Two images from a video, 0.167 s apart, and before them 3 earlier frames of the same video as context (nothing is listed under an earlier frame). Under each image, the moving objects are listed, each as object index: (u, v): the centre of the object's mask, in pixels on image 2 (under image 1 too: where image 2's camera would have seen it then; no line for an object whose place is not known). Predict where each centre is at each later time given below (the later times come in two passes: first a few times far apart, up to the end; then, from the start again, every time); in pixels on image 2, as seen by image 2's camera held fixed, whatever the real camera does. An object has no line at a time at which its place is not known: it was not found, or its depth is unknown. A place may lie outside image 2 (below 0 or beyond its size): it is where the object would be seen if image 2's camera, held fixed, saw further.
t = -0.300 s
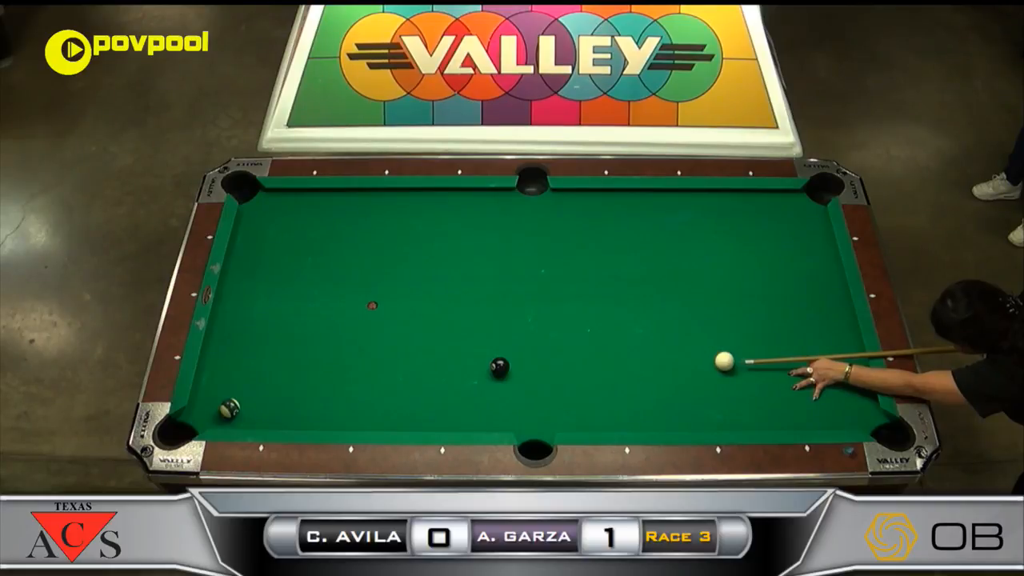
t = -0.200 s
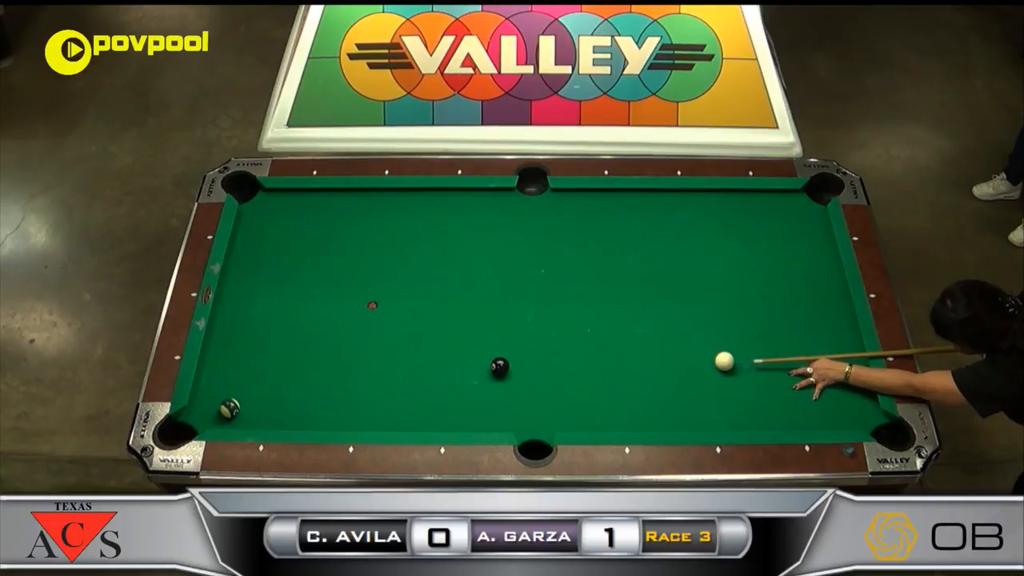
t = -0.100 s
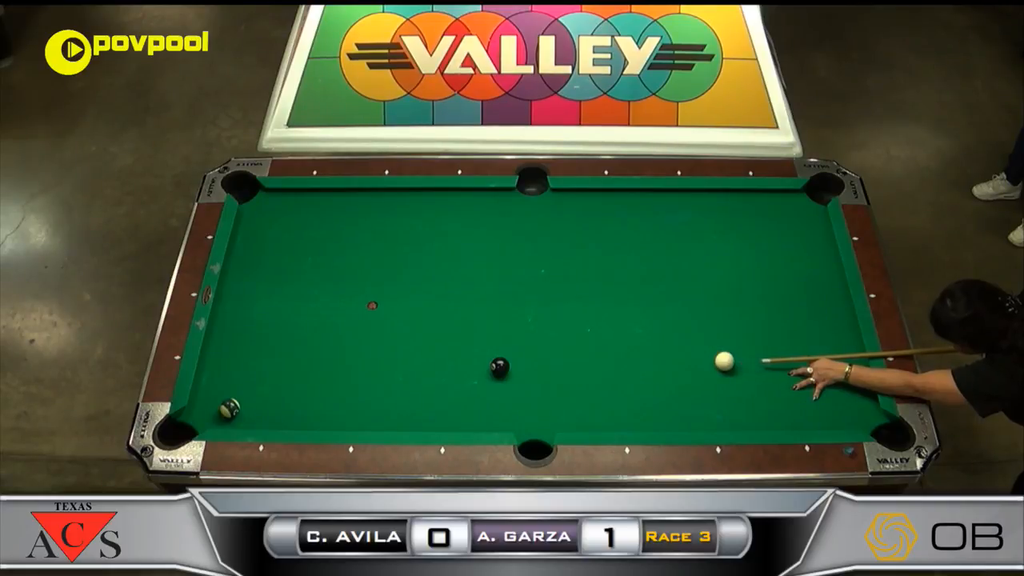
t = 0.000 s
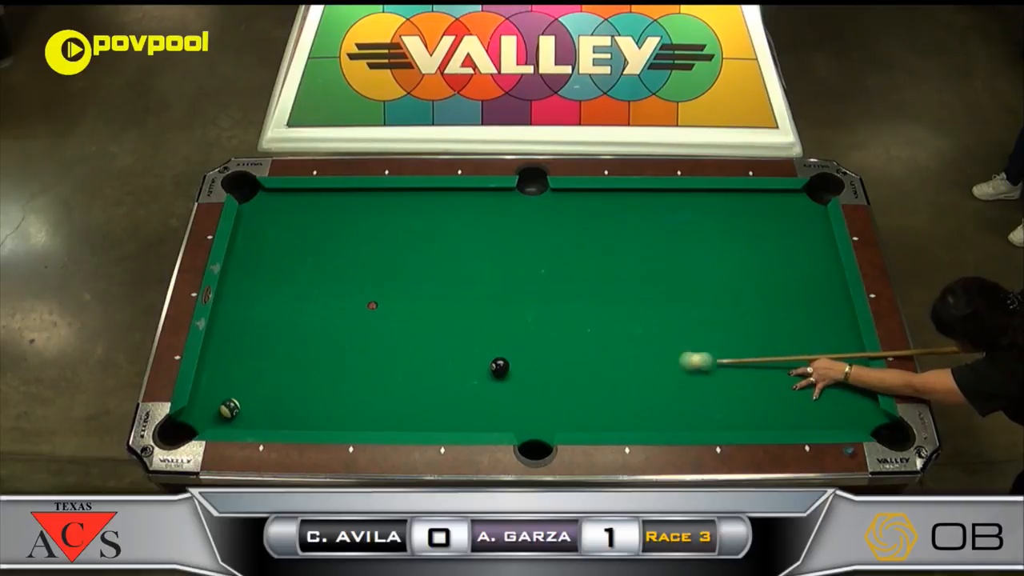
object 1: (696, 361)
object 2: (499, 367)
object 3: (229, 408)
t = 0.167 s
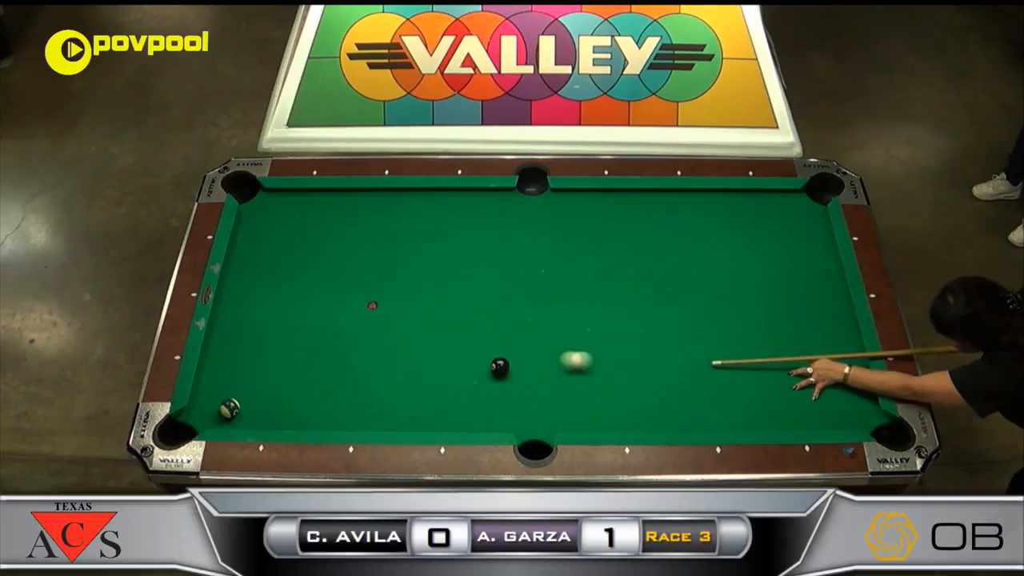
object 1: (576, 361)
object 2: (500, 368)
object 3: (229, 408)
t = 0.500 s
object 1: (492, 331)
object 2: (410, 397)
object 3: (229, 408)
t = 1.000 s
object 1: (446, 280)
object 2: (271, 414)
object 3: (229, 408)
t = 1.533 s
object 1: (406, 234)
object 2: (234, 386)
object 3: (201, 416)
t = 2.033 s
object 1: (375, 199)
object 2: (221, 364)
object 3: (201, 414)
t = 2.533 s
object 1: (356, 207)
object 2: (211, 349)
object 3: (199, 409)
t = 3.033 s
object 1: (342, 220)
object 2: (214, 342)
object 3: (197, 408)
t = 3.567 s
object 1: (332, 230)
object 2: (220, 338)
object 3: (197, 408)
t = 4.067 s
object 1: (328, 236)
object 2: (219, 339)
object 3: (197, 408)
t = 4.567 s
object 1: (327, 237)
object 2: (219, 338)
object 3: (197, 408)
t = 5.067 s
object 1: (327, 237)
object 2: (219, 338)
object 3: (197, 408)
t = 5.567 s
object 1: (327, 237)
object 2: (219, 338)
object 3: (197, 408)
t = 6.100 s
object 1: (327, 237)
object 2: (219, 338)
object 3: (197, 408)
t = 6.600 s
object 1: (327, 237)
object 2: (219, 338)
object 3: (197, 408)
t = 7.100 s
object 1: (327, 237)
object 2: (219, 338)
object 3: (197, 408)
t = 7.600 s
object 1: (327, 237)
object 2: (219, 338)
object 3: (197, 408)
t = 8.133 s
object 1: (327, 237)
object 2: (219, 338)
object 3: (197, 408)
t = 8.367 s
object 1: (327, 237)
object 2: (219, 338)
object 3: (197, 408)
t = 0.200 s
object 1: (555, 360)
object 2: (500, 368)
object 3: (229, 408)
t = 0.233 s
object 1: (535, 361)
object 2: (499, 368)
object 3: (229, 408)
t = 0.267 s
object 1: (518, 359)
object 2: (498, 368)
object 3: (229, 408)
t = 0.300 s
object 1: (513, 355)
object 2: (483, 373)
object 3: (229, 408)
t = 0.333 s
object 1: (510, 351)
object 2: (469, 378)
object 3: (229, 408)
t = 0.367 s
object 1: (506, 347)
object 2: (455, 383)
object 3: (229, 408)
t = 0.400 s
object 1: (503, 343)
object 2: (443, 387)
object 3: (229, 408)
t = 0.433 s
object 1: (499, 339)
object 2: (432, 390)
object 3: (229, 408)
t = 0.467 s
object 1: (496, 335)
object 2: (421, 394)
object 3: (229, 408)
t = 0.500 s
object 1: (492, 331)
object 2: (410, 397)
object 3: (229, 408)
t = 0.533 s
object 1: (489, 328)
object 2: (399, 401)
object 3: (229, 408)
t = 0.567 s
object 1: (486, 324)
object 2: (389, 404)
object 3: (229, 408)
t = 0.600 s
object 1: (483, 320)
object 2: (379, 407)
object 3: (229, 408)
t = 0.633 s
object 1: (479, 317)
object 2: (368, 411)
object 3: (229, 408)
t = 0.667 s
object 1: (476, 313)
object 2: (357, 414)
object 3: (229, 408)
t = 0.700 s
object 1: (473, 310)
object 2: (347, 418)
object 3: (229, 408)
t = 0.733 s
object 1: (470, 307)
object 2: (336, 419)
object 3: (230, 408)
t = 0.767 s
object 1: (467, 303)
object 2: (326, 421)
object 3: (229, 408)
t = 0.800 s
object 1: (464, 300)
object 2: (316, 423)
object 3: (229, 408)
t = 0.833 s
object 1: (460, 296)
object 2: (308, 422)
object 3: (229, 408)
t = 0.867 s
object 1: (458, 293)
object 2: (300, 421)
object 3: (229, 408)
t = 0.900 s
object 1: (455, 290)
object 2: (292, 420)
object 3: (229, 408)
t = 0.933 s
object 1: (452, 286)
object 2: (285, 419)
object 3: (229, 408)
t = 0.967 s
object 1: (449, 283)
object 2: (278, 417)
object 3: (229, 408)
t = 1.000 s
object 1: (446, 280)
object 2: (271, 414)
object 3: (229, 408)
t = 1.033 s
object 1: (443, 277)
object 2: (263, 413)
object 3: (229, 408)
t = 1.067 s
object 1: (440, 274)
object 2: (256, 411)
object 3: (229, 408)
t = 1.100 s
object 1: (438, 271)
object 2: (250, 409)
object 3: (229, 408)
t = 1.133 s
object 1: (435, 268)
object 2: (248, 408)
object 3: (223, 408)
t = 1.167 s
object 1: (433, 265)
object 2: (247, 405)
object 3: (218, 408)
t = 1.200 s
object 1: (430, 262)
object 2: (246, 403)
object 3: (213, 408)
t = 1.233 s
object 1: (427, 259)
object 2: (245, 402)
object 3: (208, 408)
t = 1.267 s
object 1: (425, 256)
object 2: (244, 400)
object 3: (203, 408)
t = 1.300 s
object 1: (422, 253)
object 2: (242, 398)
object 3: (199, 408)
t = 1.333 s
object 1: (420, 250)
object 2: (241, 396)
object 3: (194, 409)
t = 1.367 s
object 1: (418, 248)
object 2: (240, 394)
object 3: (194, 410)
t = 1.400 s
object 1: (415, 245)
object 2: (239, 393)
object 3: (196, 411)
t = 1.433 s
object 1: (413, 242)
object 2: (238, 391)
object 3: (197, 411)
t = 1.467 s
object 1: (410, 240)
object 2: (237, 389)
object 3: (198, 413)
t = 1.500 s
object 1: (408, 237)
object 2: (236, 388)
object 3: (199, 414)
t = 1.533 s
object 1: (406, 234)
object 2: (234, 386)
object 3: (201, 416)
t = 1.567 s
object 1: (404, 232)
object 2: (234, 384)
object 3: (202, 419)
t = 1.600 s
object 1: (401, 229)
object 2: (233, 383)
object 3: (204, 421)
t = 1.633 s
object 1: (399, 227)
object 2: (232, 381)
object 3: (205, 423)
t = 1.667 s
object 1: (397, 224)
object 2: (231, 380)
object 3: (205, 424)
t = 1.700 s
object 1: (395, 222)
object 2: (229, 378)
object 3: (205, 424)
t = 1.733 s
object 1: (393, 219)
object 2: (228, 377)
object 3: (204, 424)
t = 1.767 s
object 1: (391, 217)
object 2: (228, 375)
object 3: (204, 423)
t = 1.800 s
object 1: (389, 215)
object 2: (227, 374)
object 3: (204, 422)
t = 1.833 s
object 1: (387, 212)
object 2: (226, 373)
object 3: (203, 421)
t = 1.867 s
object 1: (385, 210)
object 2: (225, 371)
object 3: (203, 420)
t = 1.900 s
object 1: (383, 208)
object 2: (224, 370)
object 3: (202, 419)
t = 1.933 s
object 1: (381, 206)
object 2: (224, 368)
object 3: (202, 418)
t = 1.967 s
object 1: (379, 204)
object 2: (223, 367)
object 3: (202, 417)
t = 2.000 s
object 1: (377, 201)
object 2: (222, 366)
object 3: (201, 415)
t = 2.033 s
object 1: (375, 199)
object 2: (221, 364)
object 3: (201, 414)
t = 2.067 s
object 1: (373, 197)
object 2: (220, 363)
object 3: (201, 414)
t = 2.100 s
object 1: (371, 195)
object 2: (220, 362)
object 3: (201, 413)
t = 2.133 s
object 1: (370, 194)
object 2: (219, 361)
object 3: (200, 412)
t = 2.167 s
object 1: (369, 196)
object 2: (218, 360)
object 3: (200, 411)
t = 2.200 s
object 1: (367, 197)
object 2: (217, 359)
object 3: (200, 410)
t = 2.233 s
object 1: (366, 198)
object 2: (217, 358)
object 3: (201, 410)
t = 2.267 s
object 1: (365, 199)
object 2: (216, 357)
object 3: (199, 409)
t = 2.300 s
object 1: (364, 200)
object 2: (216, 355)
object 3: (200, 409)
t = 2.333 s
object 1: (362, 201)
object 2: (215, 354)
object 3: (200, 408)
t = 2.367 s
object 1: (361, 202)
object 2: (215, 353)
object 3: (200, 408)
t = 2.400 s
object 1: (360, 203)
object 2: (214, 352)
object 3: (200, 407)
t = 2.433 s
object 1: (359, 204)
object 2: (213, 351)
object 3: (199, 409)
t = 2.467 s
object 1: (358, 205)
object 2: (213, 350)
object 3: (199, 409)
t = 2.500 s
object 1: (357, 206)
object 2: (212, 350)
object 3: (199, 410)
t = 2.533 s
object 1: (356, 207)
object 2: (211, 349)
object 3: (199, 409)
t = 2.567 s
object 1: (355, 208)
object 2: (210, 348)
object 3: (199, 409)
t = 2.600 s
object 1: (354, 209)
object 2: (210, 347)
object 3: (198, 409)
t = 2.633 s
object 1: (353, 210)
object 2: (210, 347)
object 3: (198, 409)
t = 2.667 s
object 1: (352, 210)
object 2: (210, 346)
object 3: (198, 409)
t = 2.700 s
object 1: (351, 211)
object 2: (210, 345)
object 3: (198, 408)
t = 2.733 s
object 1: (350, 212)
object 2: (211, 345)
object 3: (198, 408)
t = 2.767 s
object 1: (349, 213)
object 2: (211, 344)
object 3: (197, 408)
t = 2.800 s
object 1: (348, 214)
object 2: (212, 344)
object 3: (197, 408)
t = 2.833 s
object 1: (347, 215)
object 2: (212, 344)
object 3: (197, 408)
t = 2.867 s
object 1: (346, 216)
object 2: (212, 343)
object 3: (197, 408)
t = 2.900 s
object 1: (345, 217)
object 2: (212, 343)
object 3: (197, 408)
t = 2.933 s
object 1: (345, 217)
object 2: (213, 343)
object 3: (197, 408)
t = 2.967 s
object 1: (344, 218)
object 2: (213, 342)
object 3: (197, 408)
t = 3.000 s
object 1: (343, 219)
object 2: (214, 342)
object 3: (197, 408)
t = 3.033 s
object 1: (342, 220)
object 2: (214, 342)
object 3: (197, 408)
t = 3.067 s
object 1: (342, 221)
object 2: (214, 341)
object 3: (197, 408)
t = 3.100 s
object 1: (341, 221)
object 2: (215, 341)
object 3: (197, 408)
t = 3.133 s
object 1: (340, 222)
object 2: (215, 341)
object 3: (197, 408)
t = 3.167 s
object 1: (339, 223)
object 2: (216, 341)
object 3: (197, 408)
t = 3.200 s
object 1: (339, 224)
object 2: (217, 340)
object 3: (197, 408)
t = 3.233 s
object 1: (338, 224)
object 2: (217, 340)
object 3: (197, 408)
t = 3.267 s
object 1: (338, 225)
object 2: (218, 340)
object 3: (197, 408)
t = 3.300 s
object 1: (337, 226)
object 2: (218, 340)
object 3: (197, 408)
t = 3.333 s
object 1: (336, 226)
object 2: (218, 339)
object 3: (197, 408)
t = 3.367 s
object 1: (336, 227)
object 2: (219, 339)
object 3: (197, 408)
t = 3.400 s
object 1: (335, 228)
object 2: (219, 339)
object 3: (197, 408)
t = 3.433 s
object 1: (334, 228)
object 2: (219, 339)
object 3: (197, 408)
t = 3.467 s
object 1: (334, 229)
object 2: (219, 339)
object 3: (197, 408)
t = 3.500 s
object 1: (333, 229)
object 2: (220, 338)
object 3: (197, 408)
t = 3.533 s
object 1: (333, 230)
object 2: (220, 338)
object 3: (197, 408)
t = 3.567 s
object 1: (332, 230)
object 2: (220, 338)
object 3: (197, 408)
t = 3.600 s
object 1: (332, 231)
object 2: (220, 338)
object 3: (197, 408)
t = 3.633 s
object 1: (332, 231)
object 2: (220, 338)
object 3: (197, 408)
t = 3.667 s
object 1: (331, 232)
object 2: (220, 338)
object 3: (198, 408)
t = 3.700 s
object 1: (331, 232)
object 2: (219, 338)
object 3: (197, 408)
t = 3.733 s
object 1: (331, 232)
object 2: (219, 338)
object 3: (197, 408)
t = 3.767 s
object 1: (330, 233)
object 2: (219, 338)
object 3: (197, 408)
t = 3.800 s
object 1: (330, 233)
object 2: (219, 338)
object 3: (197, 408)
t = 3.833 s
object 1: (330, 234)
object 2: (219, 338)
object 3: (197, 408)
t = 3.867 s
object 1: (329, 234)
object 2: (219, 339)
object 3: (197, 408)
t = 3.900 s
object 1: (329, 234)
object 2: (219, 339)
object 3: (197, 408)
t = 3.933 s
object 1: (329, 235)
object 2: (219, 339)
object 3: (197, 408)
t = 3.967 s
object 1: (329, 235)
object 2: (219, 339)
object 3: (197, 408)
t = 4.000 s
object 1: (328, 235)
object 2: (219, 339)
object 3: (197, 408)
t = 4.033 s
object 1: (328, 236)
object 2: (219, 339)
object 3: (197, 408)
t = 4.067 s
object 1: (328, 236)
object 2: (219, 339)
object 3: (197, 408)
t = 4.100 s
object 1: (328, 236)
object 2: (219, 339)
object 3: (197, 408)
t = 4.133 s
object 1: (328, 236)
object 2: (219, 339)
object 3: (197, 408)
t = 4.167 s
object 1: (328, 236)
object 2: (219, 339)
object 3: (197, 408)
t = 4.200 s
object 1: (328, 236)
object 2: (219, 339)
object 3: (197, 408)
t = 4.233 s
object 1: (327, 236)
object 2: (219, 339)
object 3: (197, 408)
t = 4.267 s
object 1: (327, 236)
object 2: (219, 339)
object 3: (197, 408)
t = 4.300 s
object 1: (327, 236)
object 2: (219, 339)
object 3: (197, 408)
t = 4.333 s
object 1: (327, 237)
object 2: (219, 339)
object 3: (197, 408)
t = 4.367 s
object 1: (327, 237)
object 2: (219, 339)
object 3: (197, 408)
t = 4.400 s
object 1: (327, 237)
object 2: (219, 338)
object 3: (197, 408)
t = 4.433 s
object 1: (327, 237)
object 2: (219, 339)
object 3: (197, 408)
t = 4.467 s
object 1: (327, 237)
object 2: (219, 338)
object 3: (197, 408)
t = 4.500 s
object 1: (327, 237)
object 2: (219, 338)
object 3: (197, 408)
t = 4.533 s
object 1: (327, 237)
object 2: (219, 338)
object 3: (197, 408)
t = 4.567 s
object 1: (327, 237)
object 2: (219, 338)
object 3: (197, 408)
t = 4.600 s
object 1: (327, 237)
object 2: (219, 338)
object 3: (197, 408)
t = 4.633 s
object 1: (327, 237)
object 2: (219, 338)
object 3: (197, 408)
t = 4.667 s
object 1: (327, 237)
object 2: (219, 338)
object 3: (197, 408)
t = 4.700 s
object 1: (327, 237)
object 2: (219, 338)
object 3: (197, 408)
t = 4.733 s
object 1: (327, 237)
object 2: (219, 338)
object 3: (197, 408)
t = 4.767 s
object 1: (327, 237)
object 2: (219, 338)
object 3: (197, 408)
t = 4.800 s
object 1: (327, 237)
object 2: (219, 338)
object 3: (197, 408)
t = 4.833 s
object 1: (327, 237)
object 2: (219, 338)
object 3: (197, 408)
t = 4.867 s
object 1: (327, 237)
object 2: (219, 338)
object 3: (197, 408)
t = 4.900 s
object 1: (327, 237)
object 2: (219, 338)
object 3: (197, 408)
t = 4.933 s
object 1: (327, 237)
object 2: (219, 338)
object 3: (197, 408)
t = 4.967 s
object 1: (327, 237)
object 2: (219, 338)
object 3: (197, 408)
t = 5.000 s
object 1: (327, 237)
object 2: (219, 338)
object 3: (197, 408)
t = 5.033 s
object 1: (327, 237)
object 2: (219, 338)
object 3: (197, 408)
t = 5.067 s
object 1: (327, 237)
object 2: (219, 338)
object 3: (197, 408)
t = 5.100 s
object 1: (327, 237)
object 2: (219, 338)
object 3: (197, 408)
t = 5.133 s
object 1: (327, 237)
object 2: (219, 338)
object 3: (197, 408)
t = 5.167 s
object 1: (327, 237)
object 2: (219, 338)
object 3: (197, 408)
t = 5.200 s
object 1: (327, 237)
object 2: (219, 338)
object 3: (197, 408)
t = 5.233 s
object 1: (327, 237)
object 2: (219, 338)
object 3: (197, 408)
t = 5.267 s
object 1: (327, 237)
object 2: (219, 338)
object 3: (197, 408)
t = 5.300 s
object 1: (327, 237)
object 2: (219, 338)
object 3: (197, 408)
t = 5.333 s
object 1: (327, 237)
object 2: (219, 338)
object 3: (197, 408)
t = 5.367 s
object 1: (327, 237)
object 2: (219, 338)
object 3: (197, 408)
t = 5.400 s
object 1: (327, 237)
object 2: (219, 338)
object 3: (197, 408)
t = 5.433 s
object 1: (327, 237)
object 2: (219, 338)
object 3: (197, 408)
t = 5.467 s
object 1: (327, 237)
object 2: (219, 338)
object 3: (197, 408)
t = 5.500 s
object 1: (327, 237)
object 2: (219, 338)
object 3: (197, 408)
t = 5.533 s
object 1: (327, 237)
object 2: (219, 338)
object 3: (197, 408)
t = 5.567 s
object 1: (327, 237)
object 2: (219, 338)
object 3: (197, 408)
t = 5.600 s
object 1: (327, 237)
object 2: (219, 338)
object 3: (197, 408)
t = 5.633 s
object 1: (327, 237)
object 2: (219, 338)
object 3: (197, 408)
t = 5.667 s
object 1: (327, 237)
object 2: (219, 338)
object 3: (197, 408)
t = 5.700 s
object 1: (327, 237)
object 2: (219, 338)
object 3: (197, 408)
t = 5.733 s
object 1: (327, 237)
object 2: (219, 338)
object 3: (197, 408)
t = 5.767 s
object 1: (327, 237)
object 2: (219, 338)
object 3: (197, 408)
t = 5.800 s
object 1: (327, 237)
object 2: (219, 338)
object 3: (197, 408)
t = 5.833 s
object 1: (327, 237)
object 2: (219, 338)
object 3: (197, 408)
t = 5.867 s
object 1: (327, 237)
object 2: (219, 338)
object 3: (197, 408)
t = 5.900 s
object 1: (327, 237)
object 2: (219, 338)
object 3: (197, 408)
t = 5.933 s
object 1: (327, 237)
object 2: (219, 338)
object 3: (197, 408)
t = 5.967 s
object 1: (327, 237)
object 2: (219, 338)
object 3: (197, 408)
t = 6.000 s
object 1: (327, 237)
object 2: (219, 338)
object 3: (197, 408)
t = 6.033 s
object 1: (327, 237)
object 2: (219, 338)
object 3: (197, 408)
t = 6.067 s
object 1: (327, 237)
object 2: (219, 338)
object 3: (197, 408)
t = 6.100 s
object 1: (327, 237)
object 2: (219, 338)
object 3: (197, 408)
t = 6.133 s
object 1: (327, 237)
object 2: (219, 338)
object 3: (197, 408)
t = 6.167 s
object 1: (327, 237)
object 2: (219, 338)
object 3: (197, 408)
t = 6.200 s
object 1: (327, 237)
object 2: (219, 338)
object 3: (197, 408)
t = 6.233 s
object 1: (327, 237)
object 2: (219, 338)
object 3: (197, 408)
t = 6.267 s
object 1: (327, 237)
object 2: (219, 338)
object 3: (197, 408)
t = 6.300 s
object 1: (327, 237)
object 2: (219, 338)
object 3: (197, 408)
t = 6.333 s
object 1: (327, 237)
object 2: (219, 338)
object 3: (197, 408)
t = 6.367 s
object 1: (327, 237)
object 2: (219, 338)
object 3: (197, 408)
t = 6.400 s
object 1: (327, 237)
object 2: (219, 338)
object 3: (197, 408)
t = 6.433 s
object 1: (327, 237)
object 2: (219, 338)
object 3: (197, 408)
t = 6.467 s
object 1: (327, 237)
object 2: (219, 338)
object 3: (197, 408)
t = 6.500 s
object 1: (327, 237)
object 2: (219, 338)
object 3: (197, 408)
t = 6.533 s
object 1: (327, 237)
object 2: (219, 338)
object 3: (197, 408)
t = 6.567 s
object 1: (327, 237)
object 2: (219, 338)
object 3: (197, 408)
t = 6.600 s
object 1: (327, 237)
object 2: (219, 338)
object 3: (197, 408)
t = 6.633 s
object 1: (327, 237)
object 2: (219, 338)
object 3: (197, 408)
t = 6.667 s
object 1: (327, 237)
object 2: (219, 338)
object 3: (197, 408)
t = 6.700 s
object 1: (327, 237)
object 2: (219, 338)
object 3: (197, 408)
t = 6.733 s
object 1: (327, 237)
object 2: (219, 338)
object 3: (197, 408)
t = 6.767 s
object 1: (327, 237)
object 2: (219, 338)
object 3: (197, 408)
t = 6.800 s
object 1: (327, 237)
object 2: (219, 338)
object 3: (197, 408)
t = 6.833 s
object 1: (327, 237)
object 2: (219, 338)
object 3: (197, 408)
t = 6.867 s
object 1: (327, 237)
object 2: (219, 338)
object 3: (197, 408)
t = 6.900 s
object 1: (327, 237)
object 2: (219, 338)
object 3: (197, 408)
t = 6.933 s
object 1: (327, 237)
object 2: (219, 338)
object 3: (197, 408)
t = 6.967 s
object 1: (327, 237)
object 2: (219, 338)
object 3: (197, 408)
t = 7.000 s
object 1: (327, 237)
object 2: (219, 338)
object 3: (197, 408)
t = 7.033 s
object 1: (327, 237)
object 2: (219, 338)
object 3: (197, 408)
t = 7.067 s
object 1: (327, 237)
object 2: (219, 338)
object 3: (197, 408)
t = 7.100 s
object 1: (327, 237)
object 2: (219, 338)
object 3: (197, 408)
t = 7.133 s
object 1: (327, 237)
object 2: (219, 338)
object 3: (197, 408)
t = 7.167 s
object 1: (327, 237)
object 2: (219, 338)
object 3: (197, 408)
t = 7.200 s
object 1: (327, 237)
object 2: (219, 338)
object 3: (197, 408)
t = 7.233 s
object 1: (327, 237)
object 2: (219, 338)
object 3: (197, 408)
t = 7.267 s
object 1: (327, 237)
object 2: (219, 338)
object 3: (197, 408)
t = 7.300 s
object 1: (327, 237)
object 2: (219, 338)
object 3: (197, 408)
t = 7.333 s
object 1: (327, 237)
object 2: (219, 338)
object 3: (197, 408)
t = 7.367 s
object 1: (327, 237)
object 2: (219, 338)
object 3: (197, 408)
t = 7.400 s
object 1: (327, 237)
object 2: (219, 338)
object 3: (197, 408)
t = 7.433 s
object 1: (327, 237)
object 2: (219, 338)
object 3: (197, 408)
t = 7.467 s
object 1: (327, 237)
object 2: (219, 338)
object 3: (197, 408)
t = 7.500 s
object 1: (327, 237)
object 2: (219, 338)
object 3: (197, 408)
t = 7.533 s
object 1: (327, 237)
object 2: (219, 338)
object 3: (197, 408)
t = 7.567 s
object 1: (327, 237)
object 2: (219, 338)
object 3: (197, 408)
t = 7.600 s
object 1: (327, 237)
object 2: (219, 338)
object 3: (197, 408)
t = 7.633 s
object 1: (327, 237)
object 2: (219, 338)
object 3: (197, 408)
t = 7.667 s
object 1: (327, 237)
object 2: (219, 338)
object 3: (197, 408)
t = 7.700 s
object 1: (327, 237)
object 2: (219, 338)
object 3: (197, 408)
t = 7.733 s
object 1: (327, 237)
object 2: (219, 338)
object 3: (197, 408)
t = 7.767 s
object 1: (327, 237)
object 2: (219, 338)
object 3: (197, 408)
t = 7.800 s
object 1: (327, 237)
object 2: (219, 338)
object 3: (197, 408)
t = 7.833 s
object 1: (327, 237)
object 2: (219, 338)
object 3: (197, 408)
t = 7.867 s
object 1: (327, 237)
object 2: (219, 338)
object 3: (197, 408)
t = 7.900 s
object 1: (327, 237)
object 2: (219, 338)
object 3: (197, 408)
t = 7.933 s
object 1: (327, 237)
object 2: (219, 338)
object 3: (197, 408)
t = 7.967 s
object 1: (327, 237)
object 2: (219, 338)
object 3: (197, 408)
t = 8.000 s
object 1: (327, 237)
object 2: (219, 338)
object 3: (197, 408)
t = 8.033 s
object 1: (327, 237)
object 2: (219, 338)
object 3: (197, 408)
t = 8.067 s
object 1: (327, 237)
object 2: (219, 338)
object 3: (197, 408)
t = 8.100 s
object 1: (327, 237)
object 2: (219, 338)
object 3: (197, 408)
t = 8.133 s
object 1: (327, 237)
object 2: (219, 338)
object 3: (197, 408)
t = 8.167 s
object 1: (327, 237)
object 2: (219, 338)
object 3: (197, 408)
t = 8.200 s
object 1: (327, 237)
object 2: (219, 338)
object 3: (197, 408)
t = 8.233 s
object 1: (327, 237)
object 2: (219, 338)
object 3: (197, 408)
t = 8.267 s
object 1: (327, 237)
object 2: (219, 338)
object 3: (197, 408)
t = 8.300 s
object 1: (327, 237)
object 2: (219, 338)
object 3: (197, 408)
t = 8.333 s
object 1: (327, 237)
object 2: (219, 338)
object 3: (197, 408)
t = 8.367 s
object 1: (327, 237)
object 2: (219, 338)
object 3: (197, 408)
